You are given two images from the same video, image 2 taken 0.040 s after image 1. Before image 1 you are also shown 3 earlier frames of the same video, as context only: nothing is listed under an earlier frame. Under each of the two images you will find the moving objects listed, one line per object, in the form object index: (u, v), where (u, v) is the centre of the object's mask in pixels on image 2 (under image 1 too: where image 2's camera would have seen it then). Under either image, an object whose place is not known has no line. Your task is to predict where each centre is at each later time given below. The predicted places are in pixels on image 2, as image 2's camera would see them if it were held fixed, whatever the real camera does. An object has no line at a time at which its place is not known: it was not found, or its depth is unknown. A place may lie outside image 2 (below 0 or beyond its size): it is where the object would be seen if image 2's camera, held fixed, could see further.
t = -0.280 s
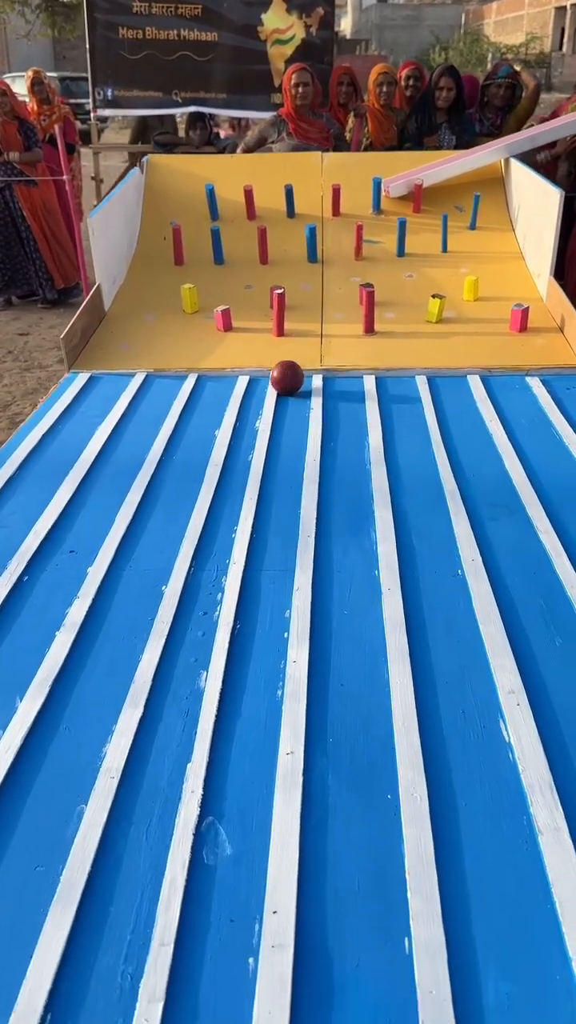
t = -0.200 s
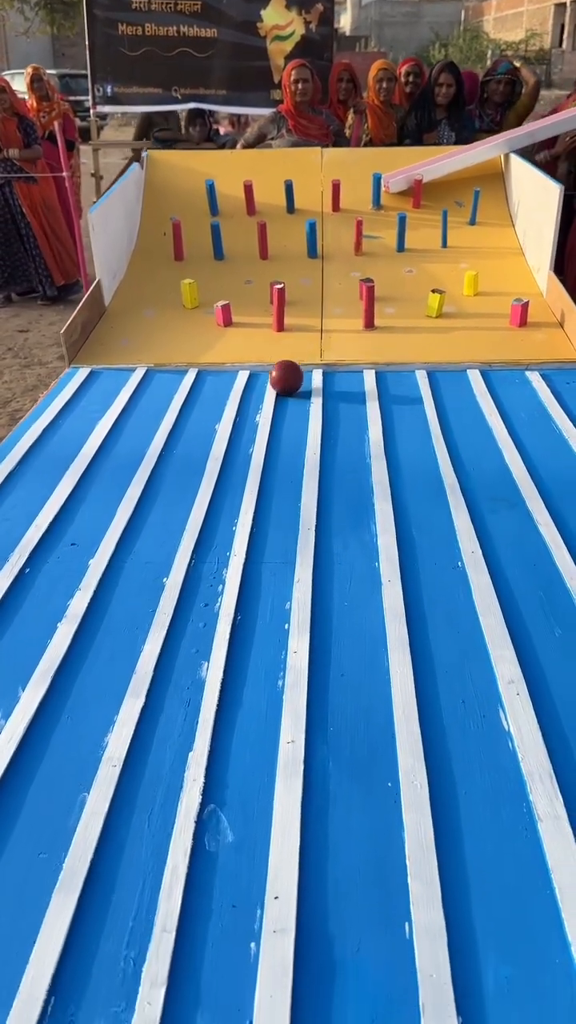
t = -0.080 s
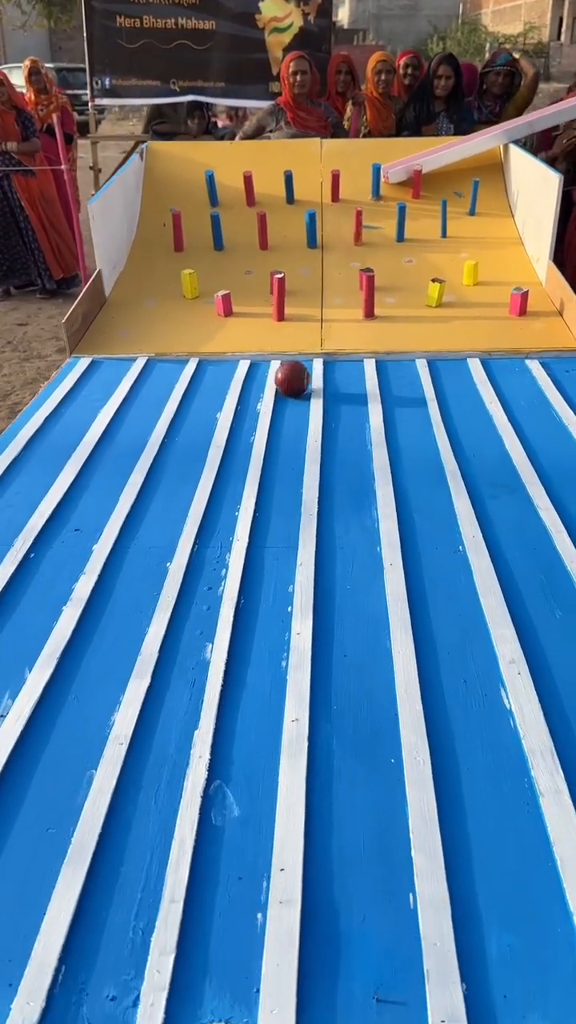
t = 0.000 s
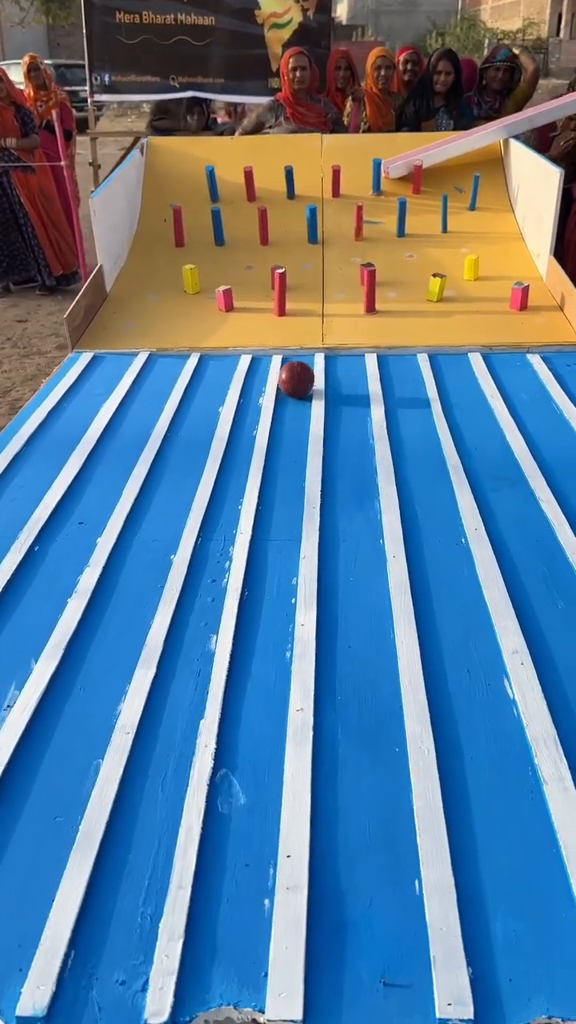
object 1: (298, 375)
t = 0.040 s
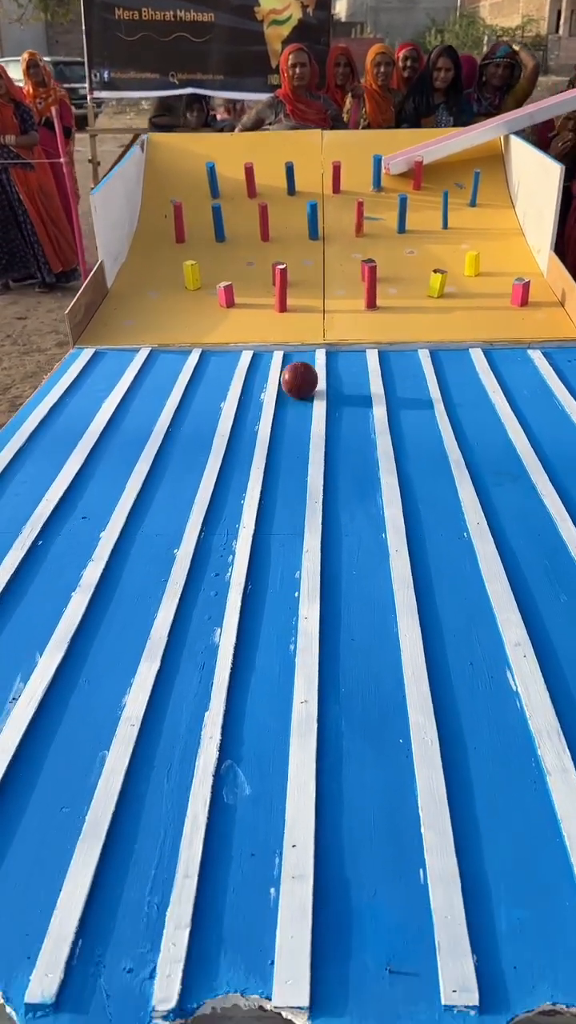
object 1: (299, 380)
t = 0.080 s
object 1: (300, 384)
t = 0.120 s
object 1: (302, 389)
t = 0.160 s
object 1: (302, 393)
